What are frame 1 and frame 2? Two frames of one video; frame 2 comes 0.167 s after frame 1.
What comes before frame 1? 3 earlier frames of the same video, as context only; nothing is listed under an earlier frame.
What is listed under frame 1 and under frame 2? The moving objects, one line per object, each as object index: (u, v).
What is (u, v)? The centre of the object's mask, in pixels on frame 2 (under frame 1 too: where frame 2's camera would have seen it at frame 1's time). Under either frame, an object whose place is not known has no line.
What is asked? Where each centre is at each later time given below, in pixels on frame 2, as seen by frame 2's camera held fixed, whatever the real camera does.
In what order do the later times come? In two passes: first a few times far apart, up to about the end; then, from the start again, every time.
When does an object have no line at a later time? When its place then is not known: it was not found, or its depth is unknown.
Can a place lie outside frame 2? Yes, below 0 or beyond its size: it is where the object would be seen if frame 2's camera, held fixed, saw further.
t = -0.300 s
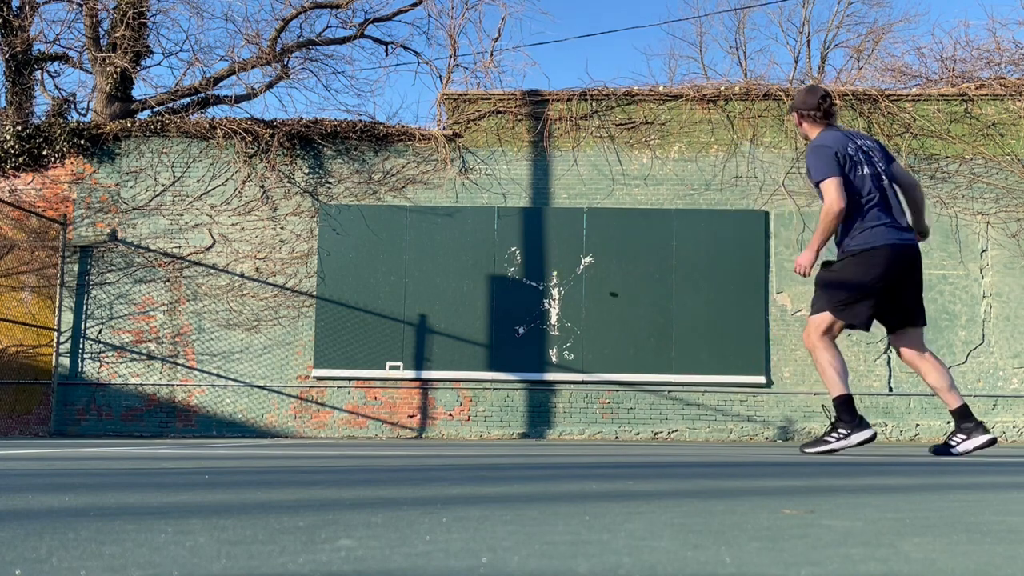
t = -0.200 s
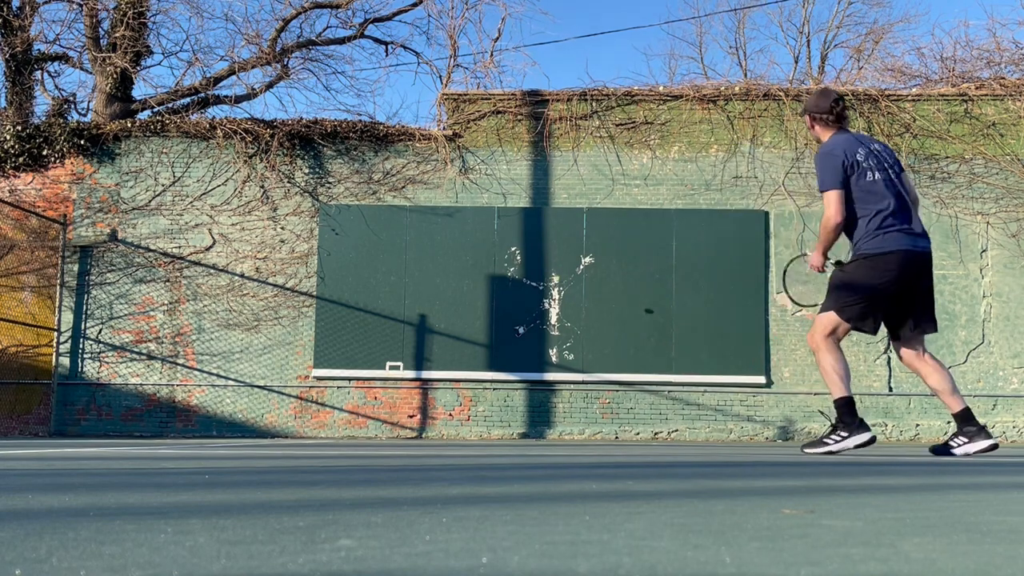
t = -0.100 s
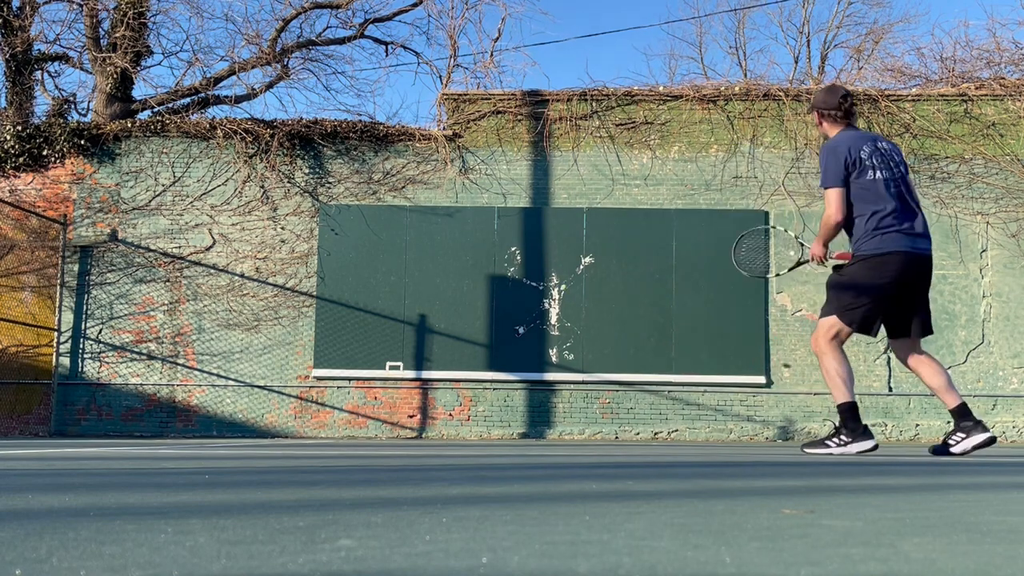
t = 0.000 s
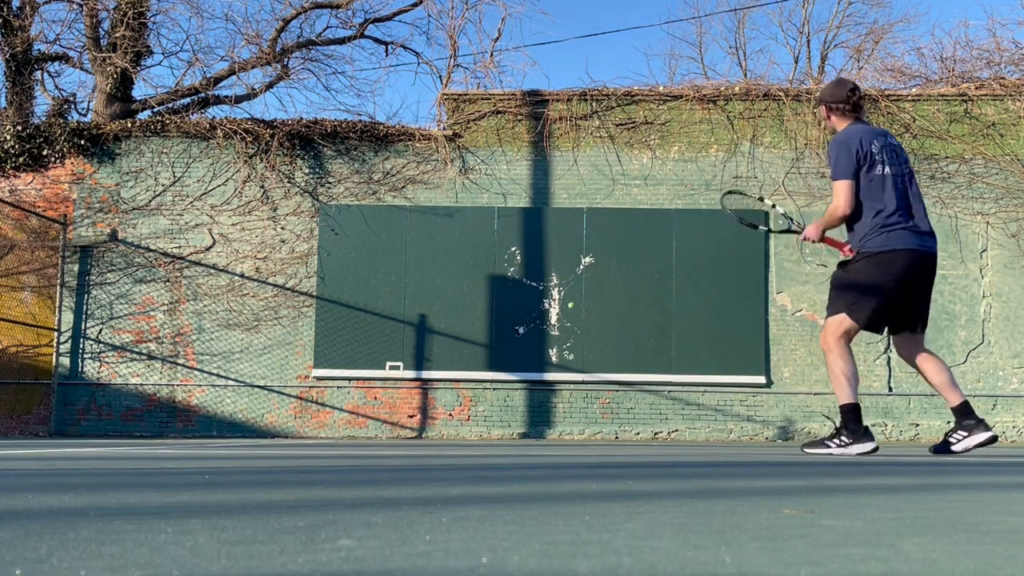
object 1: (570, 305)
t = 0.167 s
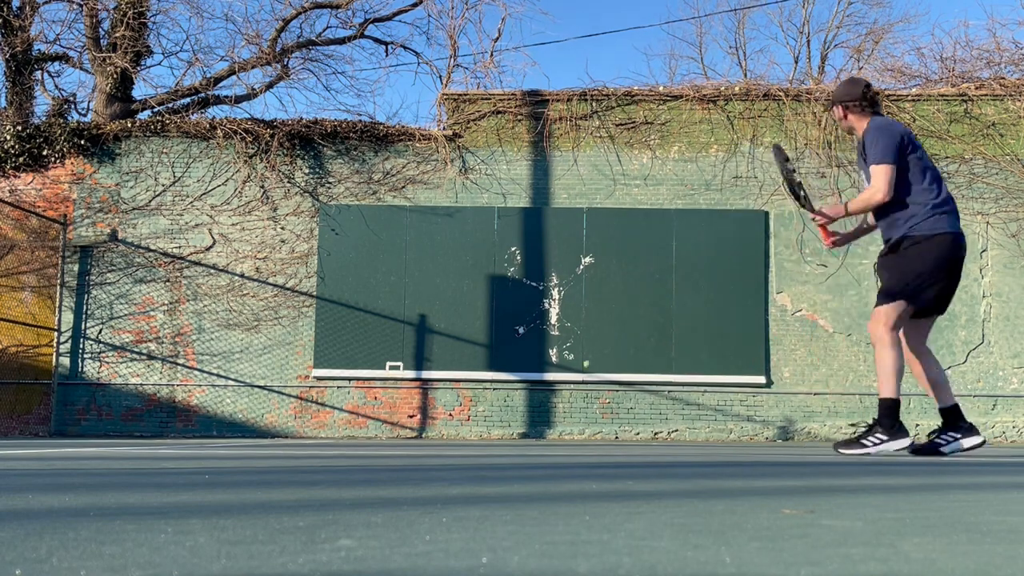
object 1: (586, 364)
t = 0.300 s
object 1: (601, 436)
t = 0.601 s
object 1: (622, 277)
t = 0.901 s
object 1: (651, 212)
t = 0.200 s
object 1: (589, 381)
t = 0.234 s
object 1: (594, 400)
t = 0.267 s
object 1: (598, 422)
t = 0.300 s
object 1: (601, 436)
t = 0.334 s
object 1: (604, 415)
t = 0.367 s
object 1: (605, 394)
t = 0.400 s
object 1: (608, 374)
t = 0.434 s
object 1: (610, 356)
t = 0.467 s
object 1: (612, 337)
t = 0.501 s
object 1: (614, 320)
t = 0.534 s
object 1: (617, 305)
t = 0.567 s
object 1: (619, 290)
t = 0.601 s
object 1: (622, 277)
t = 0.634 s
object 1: (625, 265)
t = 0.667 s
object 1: (628, 253)
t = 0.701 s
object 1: (631, 243)
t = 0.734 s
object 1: (634, 234)
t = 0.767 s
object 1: (637, 227)
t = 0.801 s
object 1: (640, 220)
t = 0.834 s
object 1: (644, 216)
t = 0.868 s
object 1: (647, 212)
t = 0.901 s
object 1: (651, 212)
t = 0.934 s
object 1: (655, 212)
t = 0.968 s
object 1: (659, 214)
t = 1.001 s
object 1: (664, 218)
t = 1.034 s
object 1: (668, 224)
